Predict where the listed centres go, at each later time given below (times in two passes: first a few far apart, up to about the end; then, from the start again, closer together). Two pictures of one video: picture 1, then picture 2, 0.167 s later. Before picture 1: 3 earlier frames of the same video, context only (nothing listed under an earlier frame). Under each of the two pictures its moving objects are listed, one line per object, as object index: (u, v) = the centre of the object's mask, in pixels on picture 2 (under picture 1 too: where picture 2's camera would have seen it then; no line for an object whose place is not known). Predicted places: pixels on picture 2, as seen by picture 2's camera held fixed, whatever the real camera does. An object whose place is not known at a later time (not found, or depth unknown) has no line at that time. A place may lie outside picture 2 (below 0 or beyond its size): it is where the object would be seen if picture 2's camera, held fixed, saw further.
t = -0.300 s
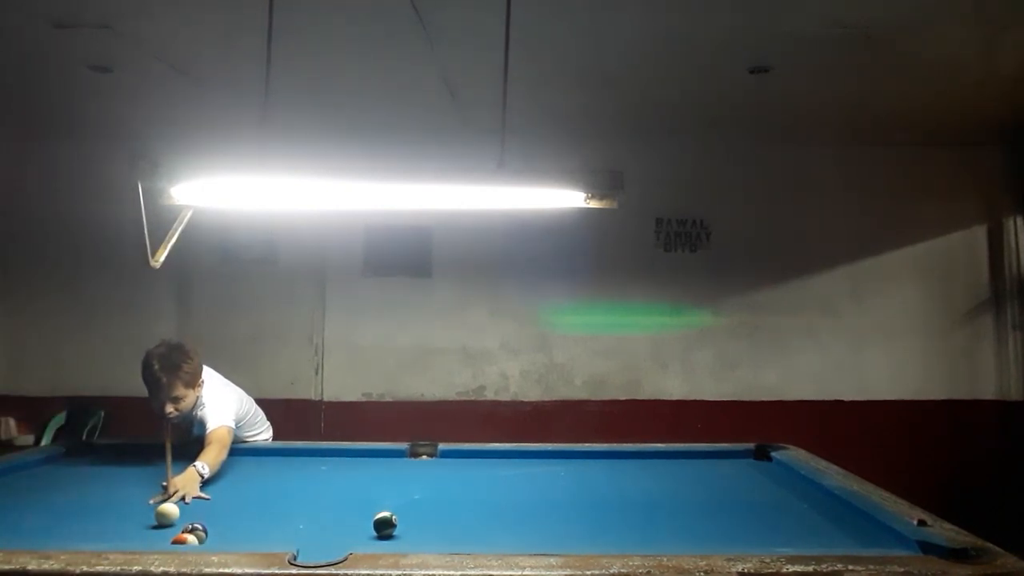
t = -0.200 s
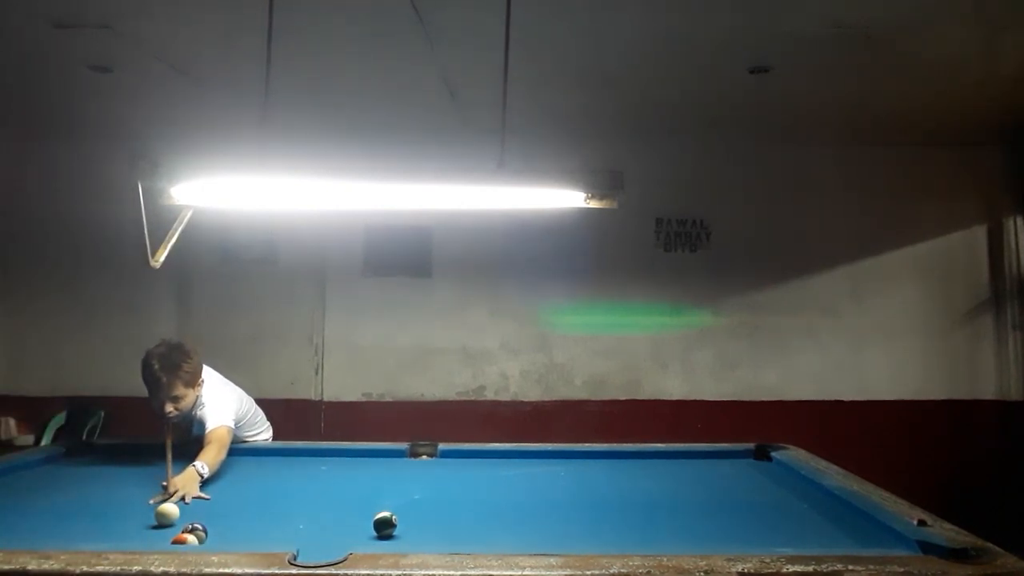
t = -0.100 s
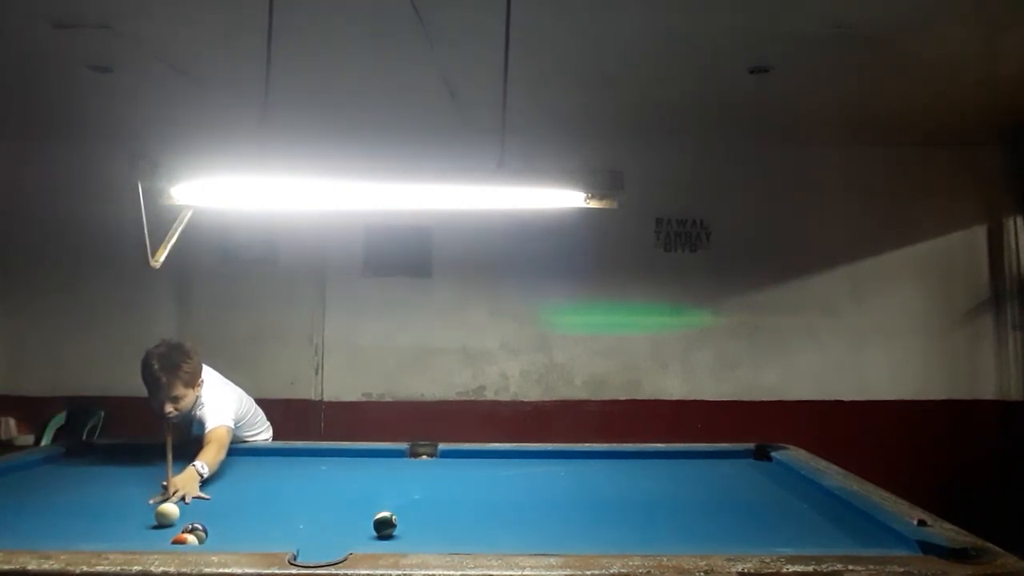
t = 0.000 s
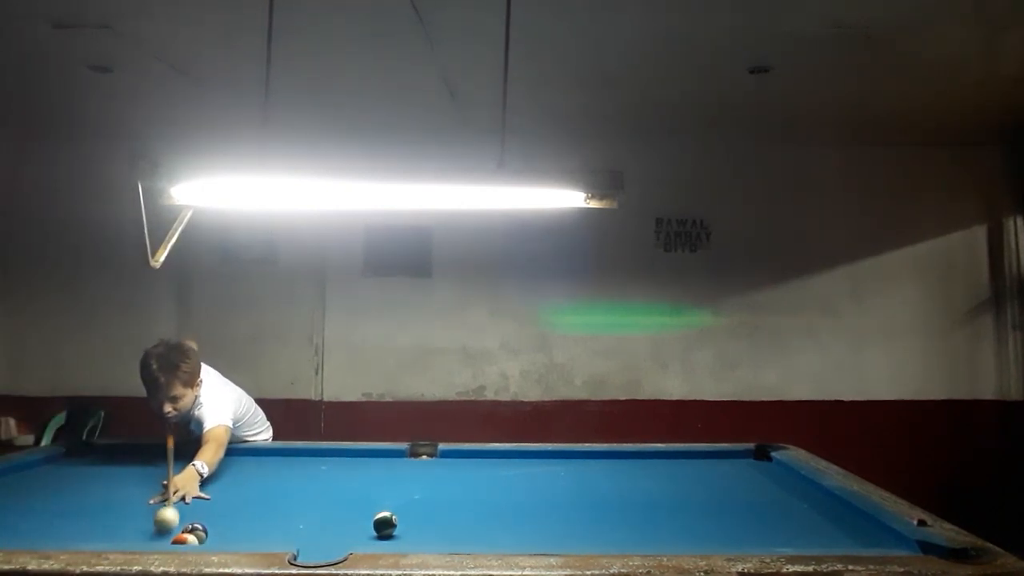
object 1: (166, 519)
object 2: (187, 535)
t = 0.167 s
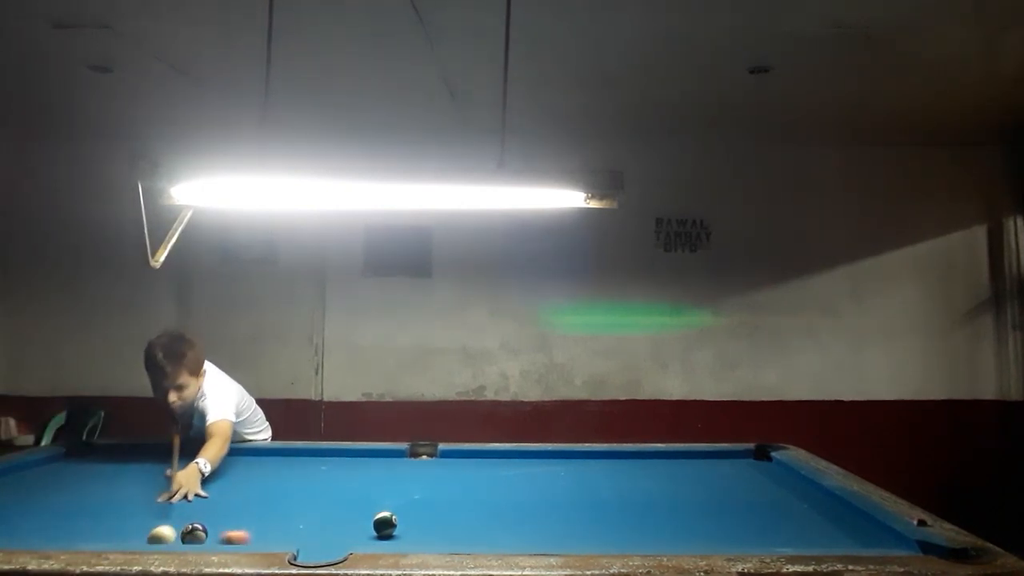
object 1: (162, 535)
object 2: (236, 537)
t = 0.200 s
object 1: (167, 533)
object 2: (250, 536)
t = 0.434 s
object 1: (203, 516)
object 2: (339, 534)
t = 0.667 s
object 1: (228, 505)
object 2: (409, 527)
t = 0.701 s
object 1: (231, 504)
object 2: (419, 526)
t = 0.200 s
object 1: (167, 533)
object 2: (250, 536)
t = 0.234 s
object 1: (171, 532)
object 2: (263, 536)
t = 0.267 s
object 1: (175, 530)
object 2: (277, 535)
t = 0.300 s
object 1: (180, 525)
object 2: (290, 535)
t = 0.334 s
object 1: (186, 522)
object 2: (302, 536)
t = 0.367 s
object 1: (193, 518)
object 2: (314, 536)
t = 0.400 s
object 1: (198, 516)
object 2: (327, 535)
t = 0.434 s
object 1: (203, 516)
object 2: (339, 534)
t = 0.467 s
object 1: (208, 515)
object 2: (351, 532)
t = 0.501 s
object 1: (211, 513)
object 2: (363, 531)
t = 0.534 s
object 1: (216, 511)
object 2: (377, 530)
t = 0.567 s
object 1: (220, 509)
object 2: (386, 529)
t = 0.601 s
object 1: (223, 507)
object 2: (396, 529)
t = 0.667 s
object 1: (228, 505)
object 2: (409, 527)
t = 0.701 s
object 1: (231, 504)
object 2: (419, 526)
